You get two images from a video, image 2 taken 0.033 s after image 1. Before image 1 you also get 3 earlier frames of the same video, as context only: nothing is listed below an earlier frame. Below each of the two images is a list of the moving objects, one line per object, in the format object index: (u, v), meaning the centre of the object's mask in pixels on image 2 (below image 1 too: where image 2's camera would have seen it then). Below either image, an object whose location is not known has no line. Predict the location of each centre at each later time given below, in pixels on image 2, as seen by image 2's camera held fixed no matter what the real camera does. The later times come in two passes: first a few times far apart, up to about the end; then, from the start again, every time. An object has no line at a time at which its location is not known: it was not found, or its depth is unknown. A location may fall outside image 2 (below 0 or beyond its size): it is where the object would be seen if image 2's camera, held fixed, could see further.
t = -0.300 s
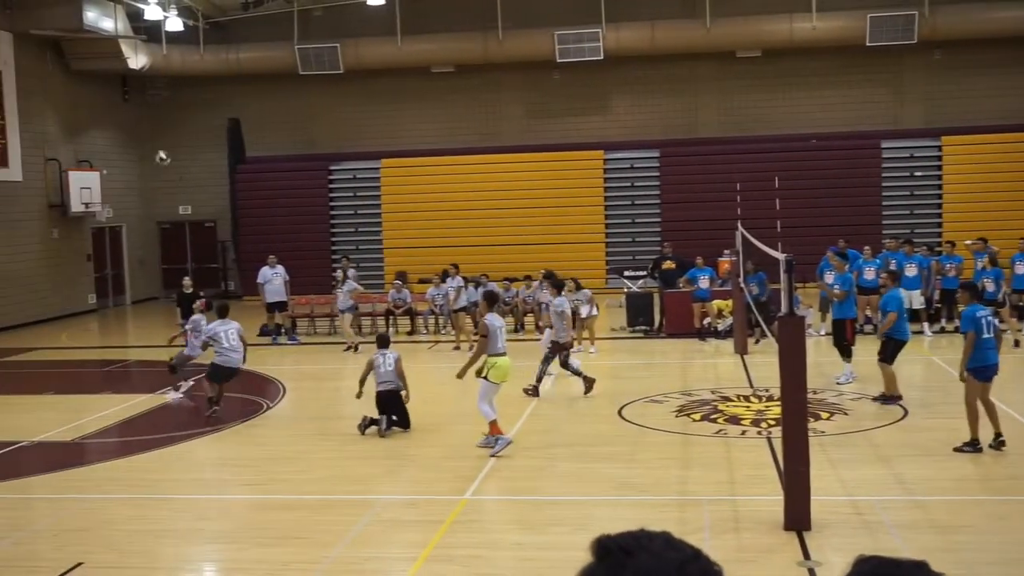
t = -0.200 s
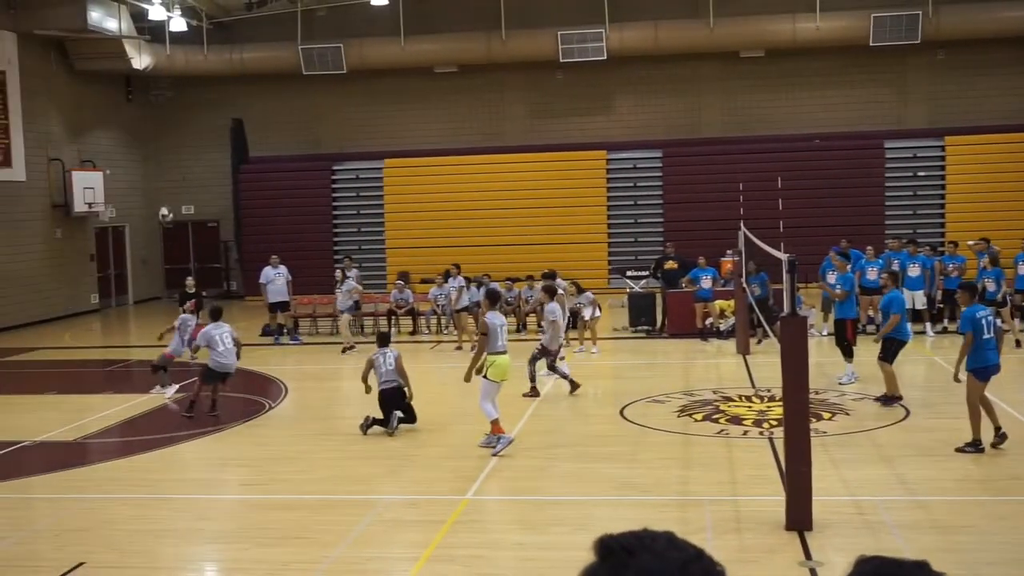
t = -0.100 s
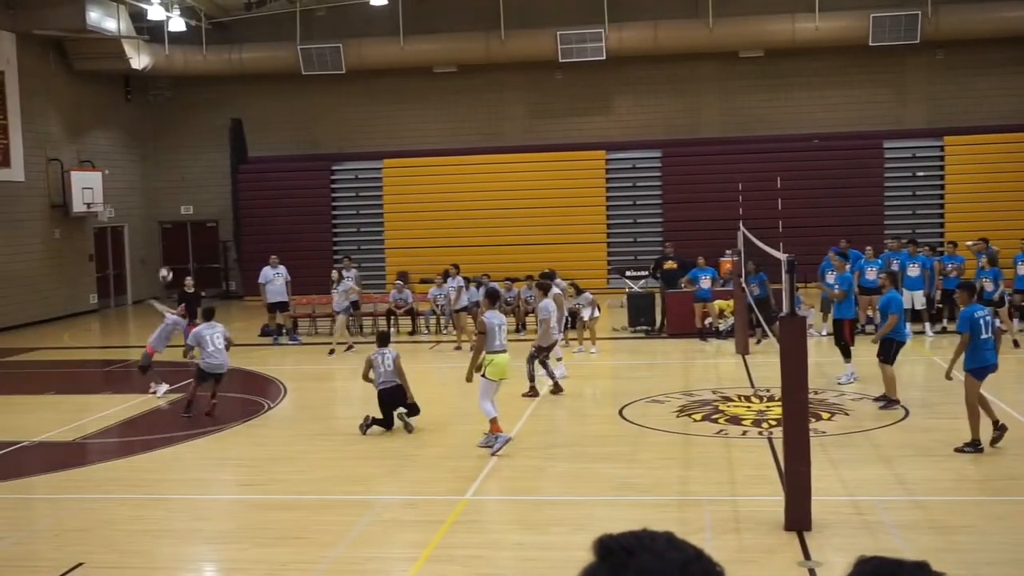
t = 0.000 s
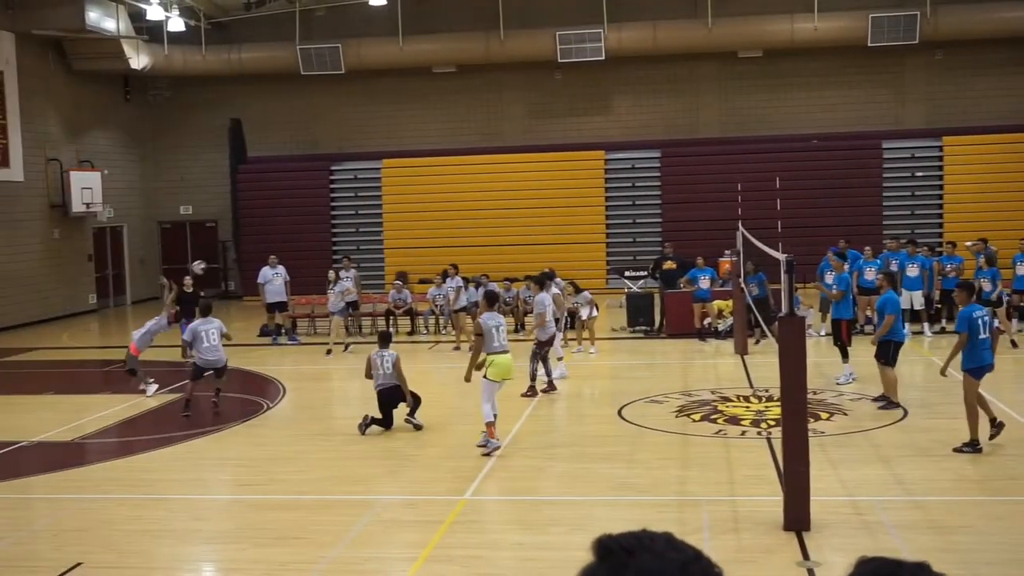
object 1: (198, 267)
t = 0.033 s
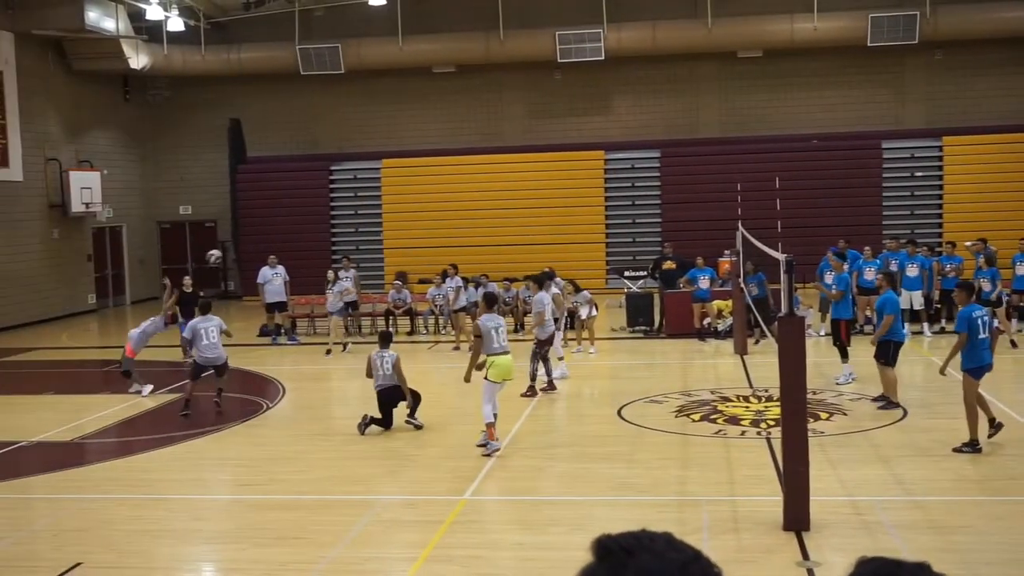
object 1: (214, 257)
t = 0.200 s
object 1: (293, 211)
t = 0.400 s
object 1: (390, 181)
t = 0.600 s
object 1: (484, 180)
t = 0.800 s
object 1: (576, 208)
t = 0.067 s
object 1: (230, 246)
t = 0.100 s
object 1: (247, 235)
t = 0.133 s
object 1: (262, 226)
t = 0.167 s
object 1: (278, 218)
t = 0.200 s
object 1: (293, 211)
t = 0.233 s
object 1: (309, 204)
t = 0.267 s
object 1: (325, 197)
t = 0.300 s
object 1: (341, 193)
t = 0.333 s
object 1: (357, 188)
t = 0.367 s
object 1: (373, 184)
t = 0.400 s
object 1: (390, 181)
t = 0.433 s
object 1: (406, 179)
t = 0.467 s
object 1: (421, 178)
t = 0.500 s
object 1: (437, 177)
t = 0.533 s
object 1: (452, 177)
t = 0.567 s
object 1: (468, 178)
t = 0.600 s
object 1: (484, 180)
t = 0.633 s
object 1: (499, 183)
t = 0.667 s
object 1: (515, 186)
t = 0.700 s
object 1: (531, 191)
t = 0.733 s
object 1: (546, 196)
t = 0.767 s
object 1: (561, 202)
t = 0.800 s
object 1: (576, 208)
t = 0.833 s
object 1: (592, 214)
